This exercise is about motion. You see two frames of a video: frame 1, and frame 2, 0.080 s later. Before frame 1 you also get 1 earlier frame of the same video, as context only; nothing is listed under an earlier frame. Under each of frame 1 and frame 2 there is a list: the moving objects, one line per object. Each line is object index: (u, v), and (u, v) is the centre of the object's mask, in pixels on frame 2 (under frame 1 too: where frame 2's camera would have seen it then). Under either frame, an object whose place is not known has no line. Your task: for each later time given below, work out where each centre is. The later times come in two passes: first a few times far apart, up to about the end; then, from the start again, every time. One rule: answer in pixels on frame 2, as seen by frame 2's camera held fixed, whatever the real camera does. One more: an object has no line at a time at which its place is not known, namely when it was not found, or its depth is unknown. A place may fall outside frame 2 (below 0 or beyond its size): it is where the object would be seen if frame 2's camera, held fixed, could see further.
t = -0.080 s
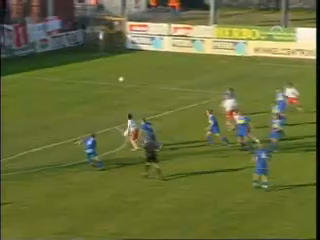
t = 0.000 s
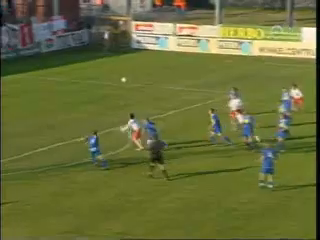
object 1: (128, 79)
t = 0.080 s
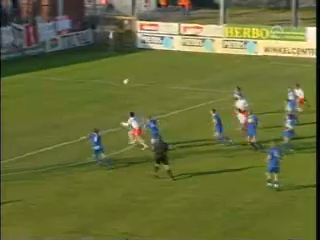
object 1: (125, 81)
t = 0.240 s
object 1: (120, 86)
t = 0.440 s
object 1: (114, 97)
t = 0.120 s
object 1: (124, 82)
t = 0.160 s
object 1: (123, 83)
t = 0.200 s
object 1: (121, 85)
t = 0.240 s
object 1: (120, 86)
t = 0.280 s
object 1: (118, 89)
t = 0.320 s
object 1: (118, 90)
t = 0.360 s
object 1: (116, 93)
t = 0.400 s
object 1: (115, 95)
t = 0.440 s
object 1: (114, 97)
